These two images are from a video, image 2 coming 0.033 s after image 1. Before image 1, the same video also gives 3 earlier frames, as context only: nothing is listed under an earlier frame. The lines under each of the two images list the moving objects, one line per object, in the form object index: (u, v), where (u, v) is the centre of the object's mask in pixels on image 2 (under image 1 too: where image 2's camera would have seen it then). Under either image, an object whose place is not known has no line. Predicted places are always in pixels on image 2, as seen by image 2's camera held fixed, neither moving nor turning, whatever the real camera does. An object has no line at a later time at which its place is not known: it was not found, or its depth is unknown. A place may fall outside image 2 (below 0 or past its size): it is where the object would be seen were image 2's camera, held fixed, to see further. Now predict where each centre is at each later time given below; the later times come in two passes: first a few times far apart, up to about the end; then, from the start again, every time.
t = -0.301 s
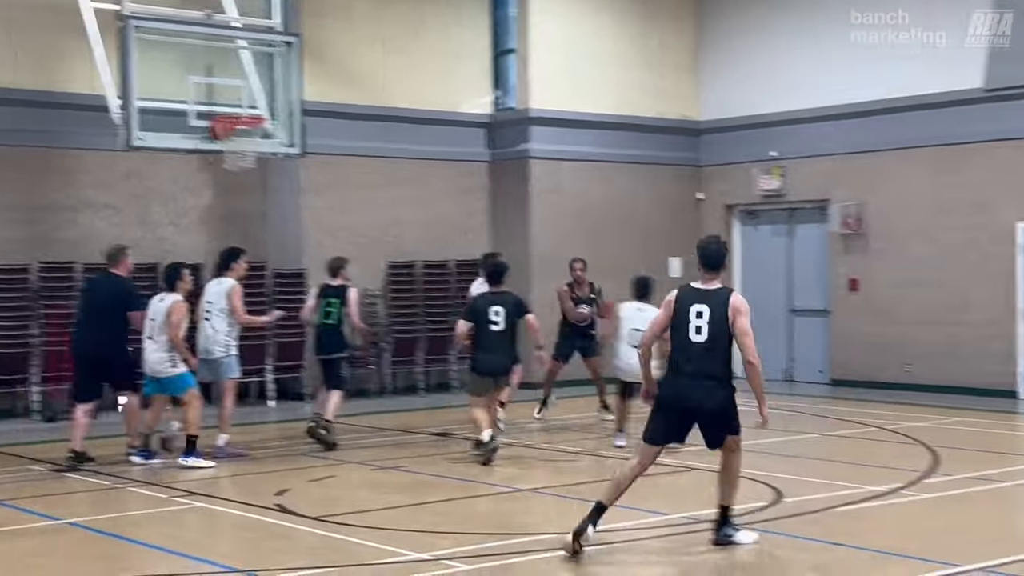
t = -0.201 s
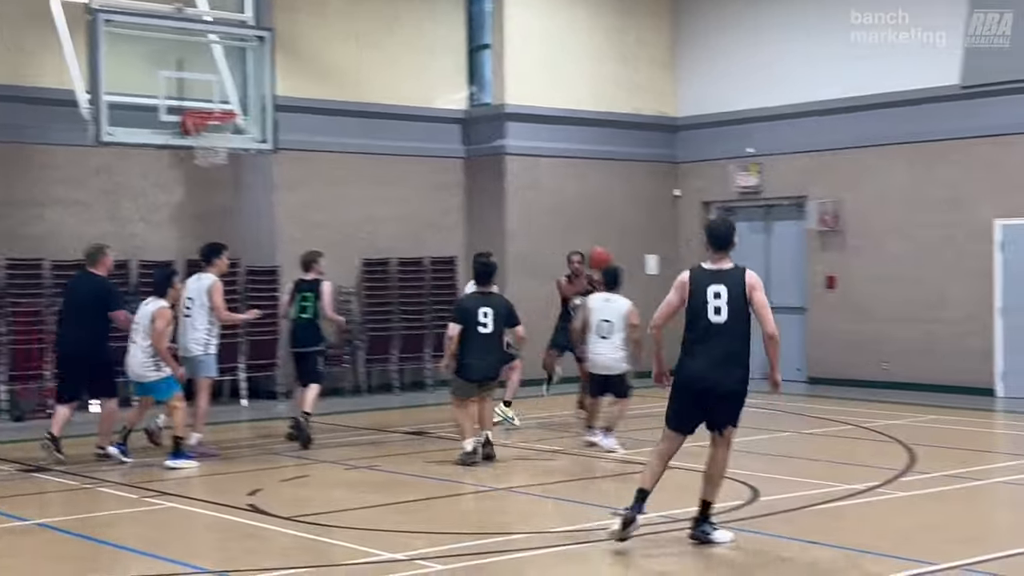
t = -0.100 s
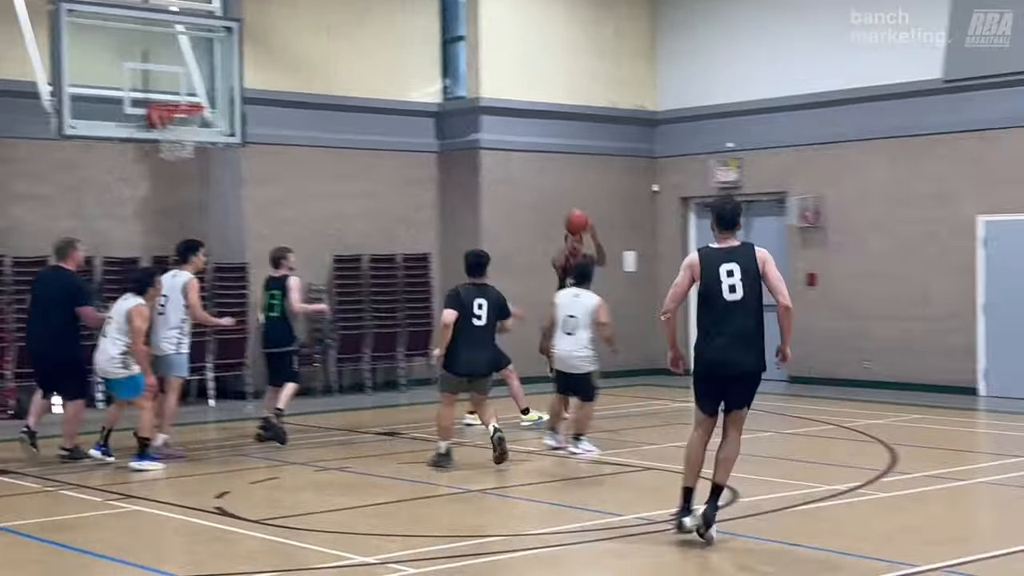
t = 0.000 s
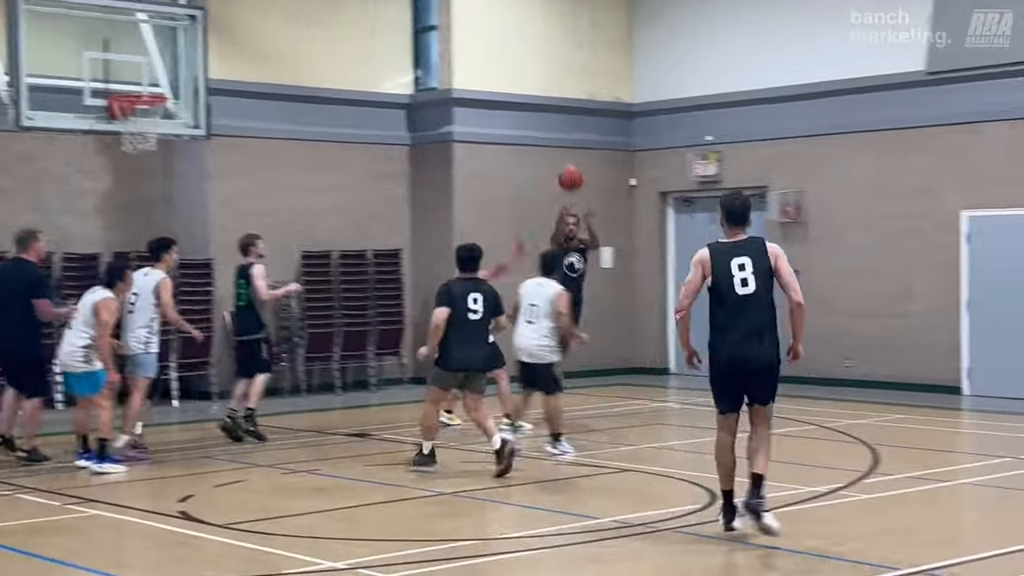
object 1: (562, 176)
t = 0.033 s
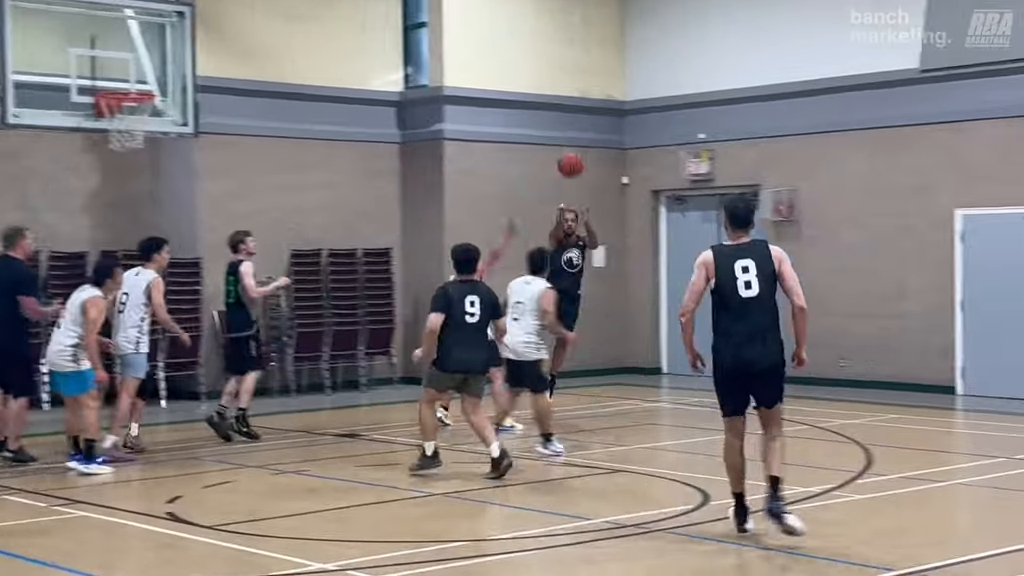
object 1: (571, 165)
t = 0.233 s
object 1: (625, 109)
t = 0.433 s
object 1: (692, 94)
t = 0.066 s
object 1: (579, 153)
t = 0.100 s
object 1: (587, 142)
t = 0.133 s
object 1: (597, 132)
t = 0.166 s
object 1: (606, 123)
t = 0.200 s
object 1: (616, 115)
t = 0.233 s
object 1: (625, 109)
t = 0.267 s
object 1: (636, 104)
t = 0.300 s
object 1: (646, 99)
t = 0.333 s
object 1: (658, 96)
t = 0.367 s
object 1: (669, 94)
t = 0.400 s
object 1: (681, 93)
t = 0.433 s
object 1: (692, 94)
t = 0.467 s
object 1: (705, 97)
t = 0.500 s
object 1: (718, 101)
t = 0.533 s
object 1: (732, 107)
